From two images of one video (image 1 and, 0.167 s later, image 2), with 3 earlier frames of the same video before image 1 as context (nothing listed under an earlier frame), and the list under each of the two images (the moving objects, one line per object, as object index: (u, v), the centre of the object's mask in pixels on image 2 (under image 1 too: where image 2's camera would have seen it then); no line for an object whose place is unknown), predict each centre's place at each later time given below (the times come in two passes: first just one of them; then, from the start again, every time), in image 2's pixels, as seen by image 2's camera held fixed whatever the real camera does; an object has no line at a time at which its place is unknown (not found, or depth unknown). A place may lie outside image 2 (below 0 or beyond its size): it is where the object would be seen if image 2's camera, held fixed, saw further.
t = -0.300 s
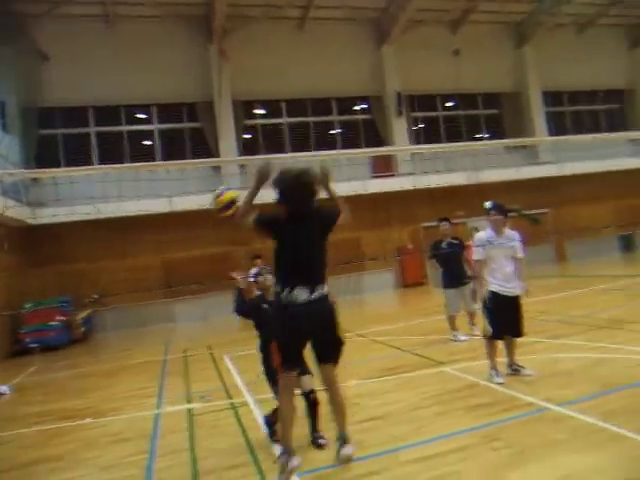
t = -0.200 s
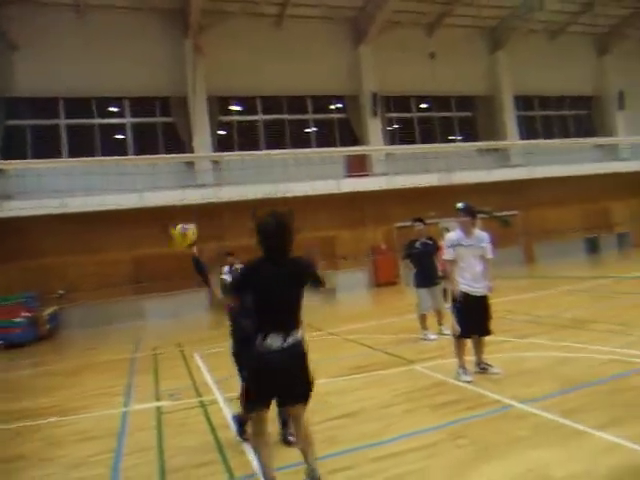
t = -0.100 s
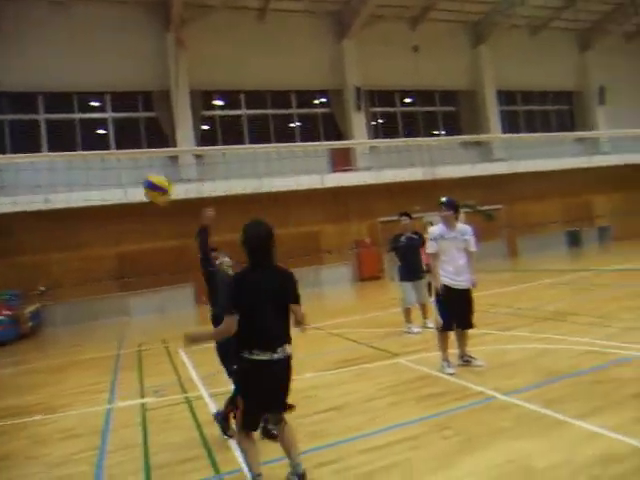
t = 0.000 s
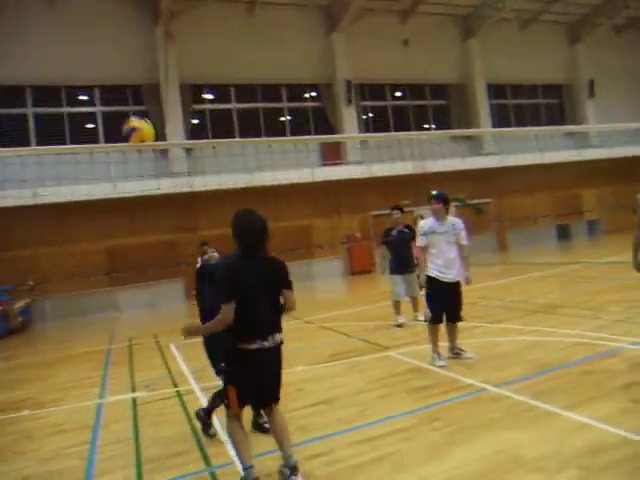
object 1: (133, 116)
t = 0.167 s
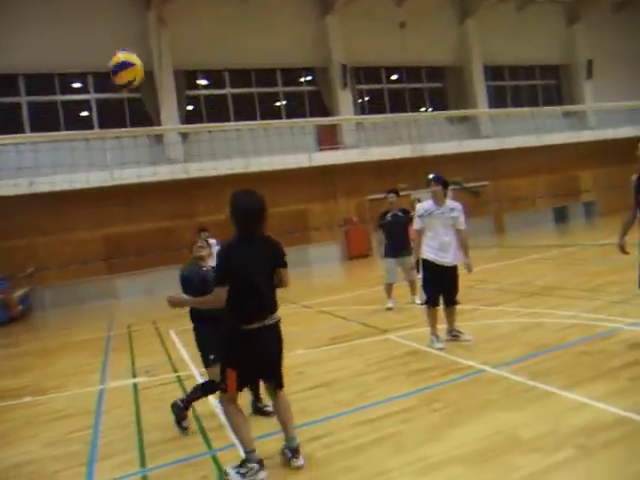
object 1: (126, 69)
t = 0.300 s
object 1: (126, 55)
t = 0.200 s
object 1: (125, 63)
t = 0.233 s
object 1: (125, 59)
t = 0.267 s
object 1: (124, 57)
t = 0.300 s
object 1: (126, 55)
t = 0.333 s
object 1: (126, 57)
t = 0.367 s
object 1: (128, 58)
